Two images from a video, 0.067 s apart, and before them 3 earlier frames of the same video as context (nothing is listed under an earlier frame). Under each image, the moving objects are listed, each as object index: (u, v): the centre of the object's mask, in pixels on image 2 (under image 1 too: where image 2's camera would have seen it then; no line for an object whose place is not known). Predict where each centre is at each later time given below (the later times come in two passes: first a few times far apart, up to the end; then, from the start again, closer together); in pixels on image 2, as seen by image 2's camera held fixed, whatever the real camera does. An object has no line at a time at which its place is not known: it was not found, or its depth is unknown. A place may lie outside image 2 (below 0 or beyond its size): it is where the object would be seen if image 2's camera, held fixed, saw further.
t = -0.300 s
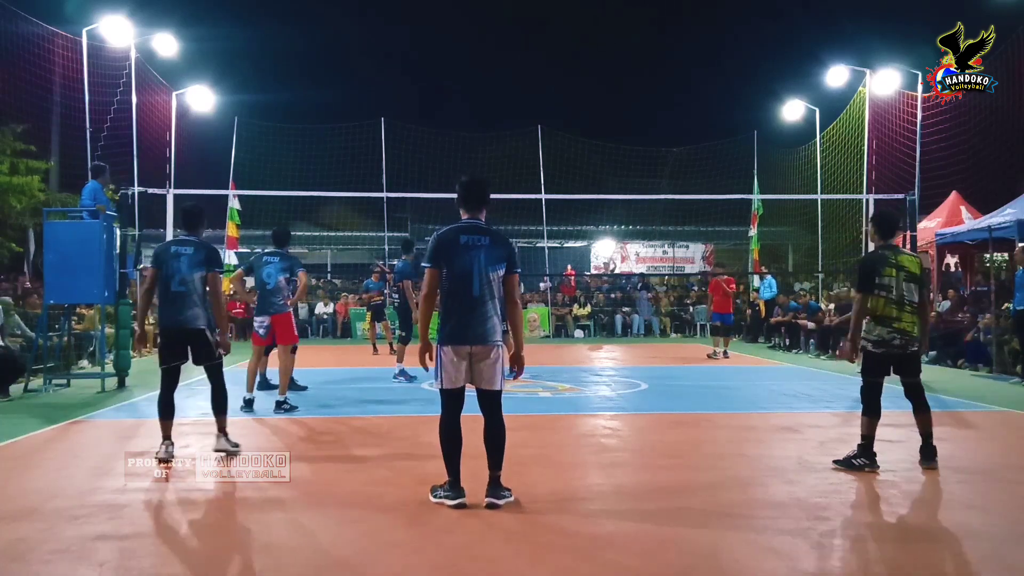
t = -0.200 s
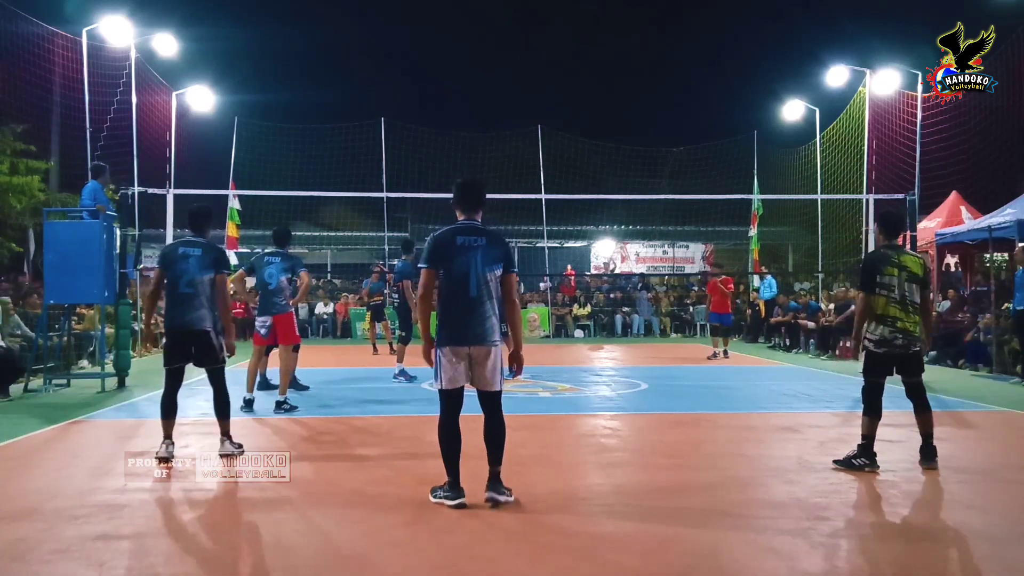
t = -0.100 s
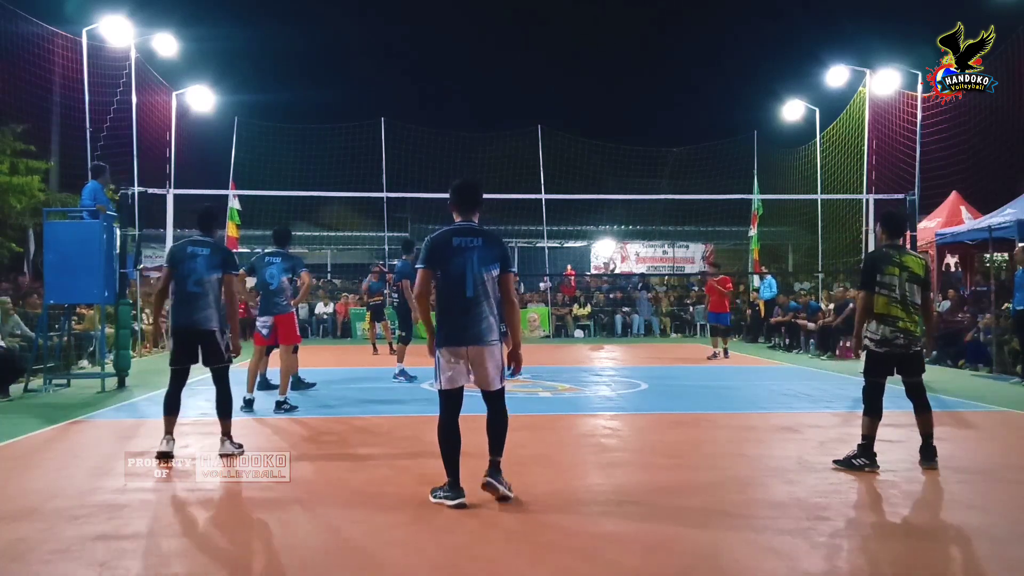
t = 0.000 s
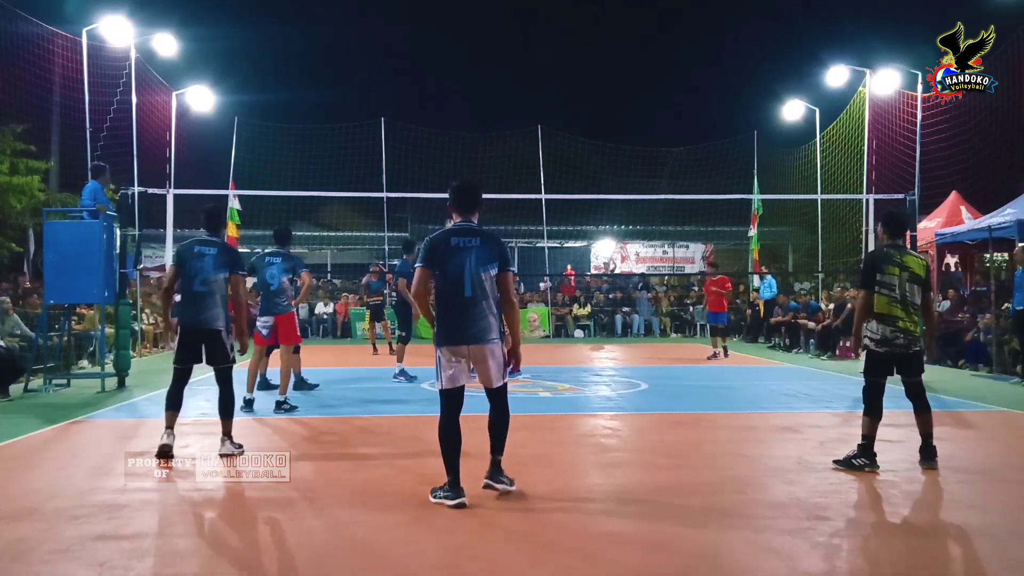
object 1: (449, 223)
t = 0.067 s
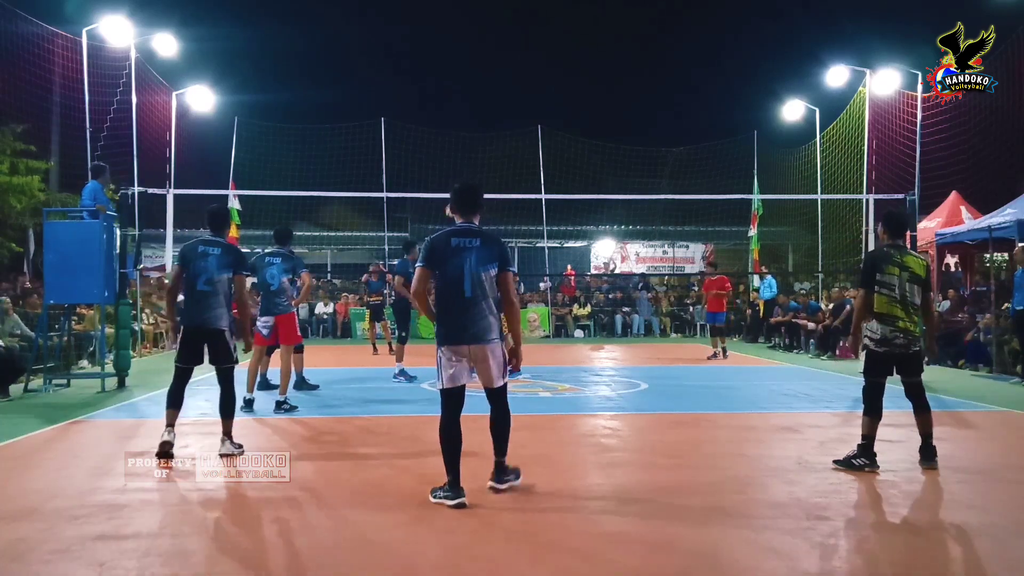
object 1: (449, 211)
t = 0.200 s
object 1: (450, 189)
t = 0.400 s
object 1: (449, 171)
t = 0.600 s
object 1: (449, 170)
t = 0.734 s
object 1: (449, 179)
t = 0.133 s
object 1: (449, 201)
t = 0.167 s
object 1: (449, 192)
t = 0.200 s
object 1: (450, 189)
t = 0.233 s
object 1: (449, 185)
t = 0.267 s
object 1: (450, 181)
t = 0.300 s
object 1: (449, 178)
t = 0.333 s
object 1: (449, 175)
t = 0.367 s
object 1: (449, 173)
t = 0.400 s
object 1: (449, 171)
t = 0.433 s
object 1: (449, 170)
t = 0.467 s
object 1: (449, 169)
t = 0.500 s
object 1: (449, 169)
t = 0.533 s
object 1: (449, 168)
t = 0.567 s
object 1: (449, 169)
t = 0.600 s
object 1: (449, 170)
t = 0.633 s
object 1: (449, 172)
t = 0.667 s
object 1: (449, 174)
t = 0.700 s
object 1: (449, 176)
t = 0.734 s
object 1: (449, 179)
